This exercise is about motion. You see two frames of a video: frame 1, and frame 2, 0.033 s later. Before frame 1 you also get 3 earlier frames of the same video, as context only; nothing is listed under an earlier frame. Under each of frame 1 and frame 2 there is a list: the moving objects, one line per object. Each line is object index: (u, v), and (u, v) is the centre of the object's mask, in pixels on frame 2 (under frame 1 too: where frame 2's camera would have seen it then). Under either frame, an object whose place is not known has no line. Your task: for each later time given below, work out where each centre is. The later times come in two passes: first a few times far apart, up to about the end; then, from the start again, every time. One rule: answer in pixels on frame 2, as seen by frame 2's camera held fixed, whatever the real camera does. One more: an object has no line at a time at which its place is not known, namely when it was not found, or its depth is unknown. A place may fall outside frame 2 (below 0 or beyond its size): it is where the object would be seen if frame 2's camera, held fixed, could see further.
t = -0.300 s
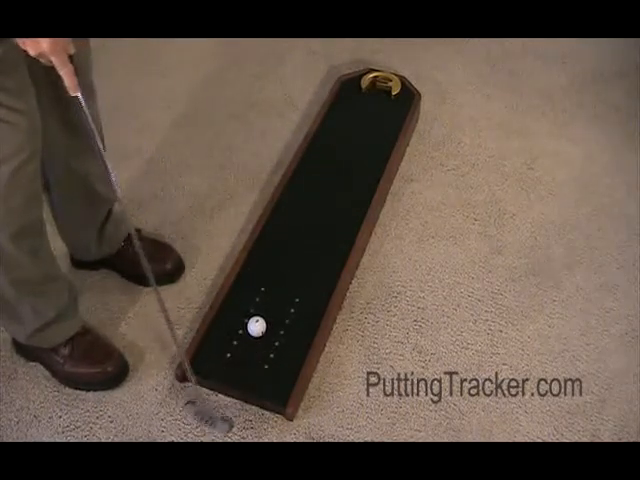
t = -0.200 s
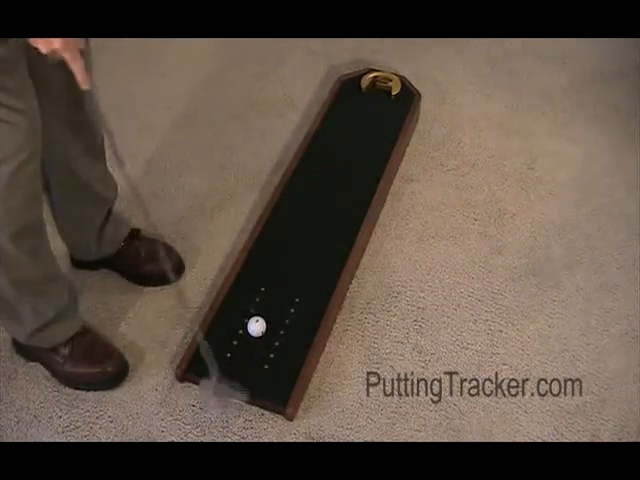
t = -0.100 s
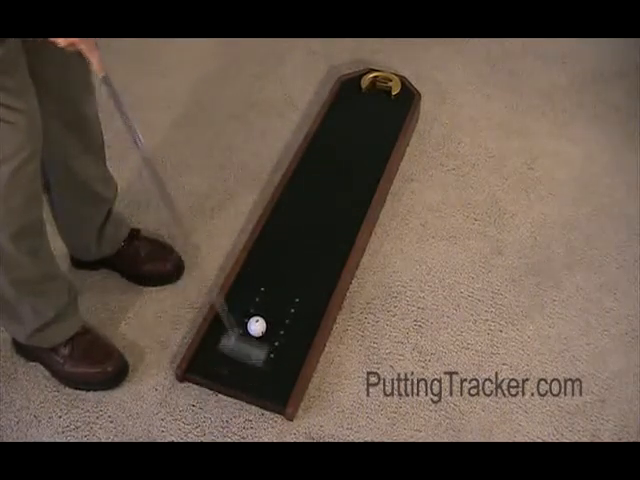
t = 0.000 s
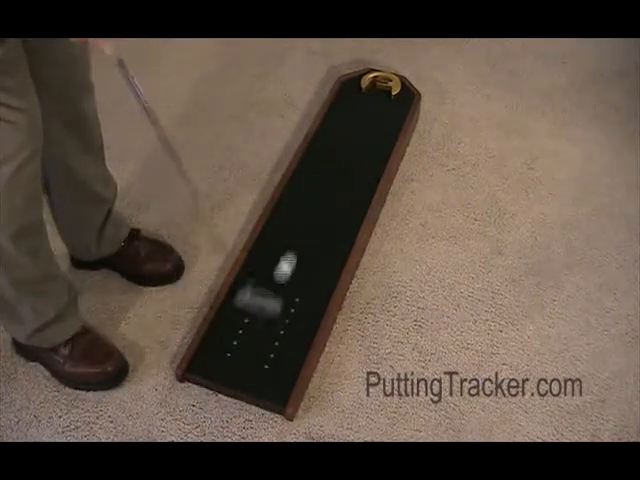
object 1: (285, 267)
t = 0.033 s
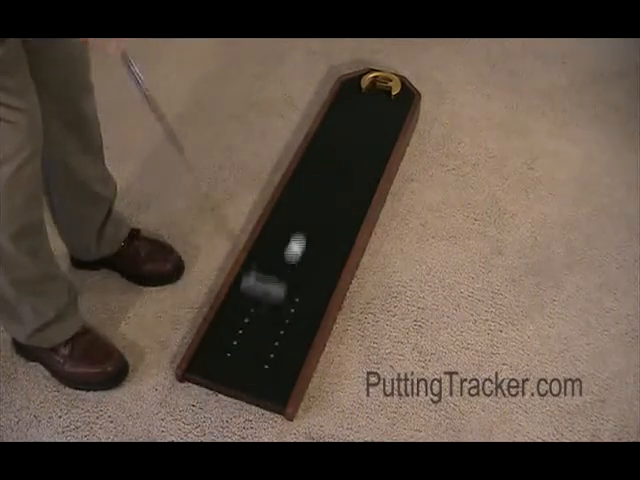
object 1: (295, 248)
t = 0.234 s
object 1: (335, 166)
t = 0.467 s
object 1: (368, 100)
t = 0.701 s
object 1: (362, 110)
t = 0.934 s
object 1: (350, 132)
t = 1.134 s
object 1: (339, 151)
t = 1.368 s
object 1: (326, 174)
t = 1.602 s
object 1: (315, 198)
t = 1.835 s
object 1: (306, 223)
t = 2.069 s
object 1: (296, 250)
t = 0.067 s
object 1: (303, 231)
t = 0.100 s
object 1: (311, 216)
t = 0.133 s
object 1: (317, 202)
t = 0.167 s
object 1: (324, 189)
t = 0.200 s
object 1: (330, 177)
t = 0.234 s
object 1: (335, 166)
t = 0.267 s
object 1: (341, 155)
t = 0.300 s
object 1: (346, 145)
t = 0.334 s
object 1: (351, 136)
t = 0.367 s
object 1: (355, 126)
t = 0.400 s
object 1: (360, 117)
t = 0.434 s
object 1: (364, 108)
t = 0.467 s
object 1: (368, 100)
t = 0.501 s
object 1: (371, 93)
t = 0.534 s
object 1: (373, 89)
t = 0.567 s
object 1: (370, 93)
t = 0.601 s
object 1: (368, 99)
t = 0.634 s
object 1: (366, 103)
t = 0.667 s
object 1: (364, 106)
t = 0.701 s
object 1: (362, 110)
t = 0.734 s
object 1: (360, 113)
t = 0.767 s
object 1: (358, 116)
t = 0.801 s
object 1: (357, 120)
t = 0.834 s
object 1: (355, 122)
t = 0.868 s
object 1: (353, 126)
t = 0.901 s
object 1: (352, 129)
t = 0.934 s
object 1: (350, 132)
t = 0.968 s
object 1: (349, 135)
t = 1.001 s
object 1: (347, 138)
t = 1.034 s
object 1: (345, 142)
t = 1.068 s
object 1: (343, 145)
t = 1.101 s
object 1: (341, 148)
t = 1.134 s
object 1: (339, 151)
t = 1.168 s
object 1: (338, 154)
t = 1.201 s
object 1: (336, 157)
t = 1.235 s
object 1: (334, 160)
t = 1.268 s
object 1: (332, 164)
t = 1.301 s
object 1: (330, 167)
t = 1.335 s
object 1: (329, 171)
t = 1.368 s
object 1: (326, 174)
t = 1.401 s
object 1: (325, 177)
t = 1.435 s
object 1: (323, 181)
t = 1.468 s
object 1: (321, 185)
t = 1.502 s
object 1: (320, 188)
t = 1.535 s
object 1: (318, 191)
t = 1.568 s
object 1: (317, 194)
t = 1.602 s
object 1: (315, 198)
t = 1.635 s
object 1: (314, 201)
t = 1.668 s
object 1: (312, 205)
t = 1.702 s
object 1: (311, 209)
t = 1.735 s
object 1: (309, 212)
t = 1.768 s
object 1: (308, 216)
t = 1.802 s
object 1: (307, 219)
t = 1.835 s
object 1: (306, 223)
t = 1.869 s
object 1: (304, 227)
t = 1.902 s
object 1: (303, 231)
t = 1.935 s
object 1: (301, 235)
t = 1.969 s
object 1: (300, 238)
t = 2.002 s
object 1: (299, 242)
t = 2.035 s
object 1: (298, 246)
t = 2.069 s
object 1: (296, 250)
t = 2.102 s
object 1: (295, 253)
